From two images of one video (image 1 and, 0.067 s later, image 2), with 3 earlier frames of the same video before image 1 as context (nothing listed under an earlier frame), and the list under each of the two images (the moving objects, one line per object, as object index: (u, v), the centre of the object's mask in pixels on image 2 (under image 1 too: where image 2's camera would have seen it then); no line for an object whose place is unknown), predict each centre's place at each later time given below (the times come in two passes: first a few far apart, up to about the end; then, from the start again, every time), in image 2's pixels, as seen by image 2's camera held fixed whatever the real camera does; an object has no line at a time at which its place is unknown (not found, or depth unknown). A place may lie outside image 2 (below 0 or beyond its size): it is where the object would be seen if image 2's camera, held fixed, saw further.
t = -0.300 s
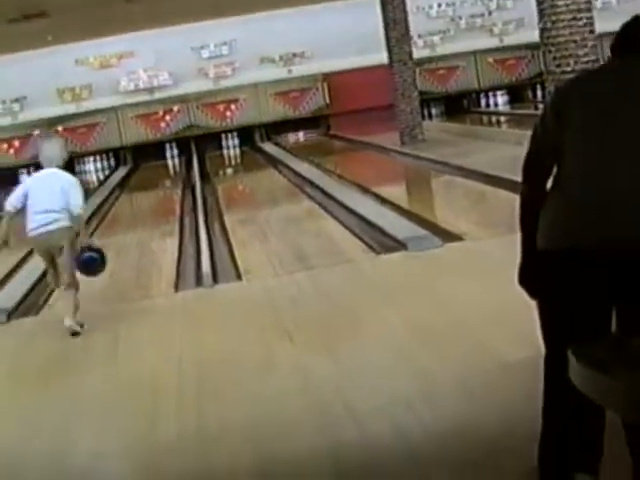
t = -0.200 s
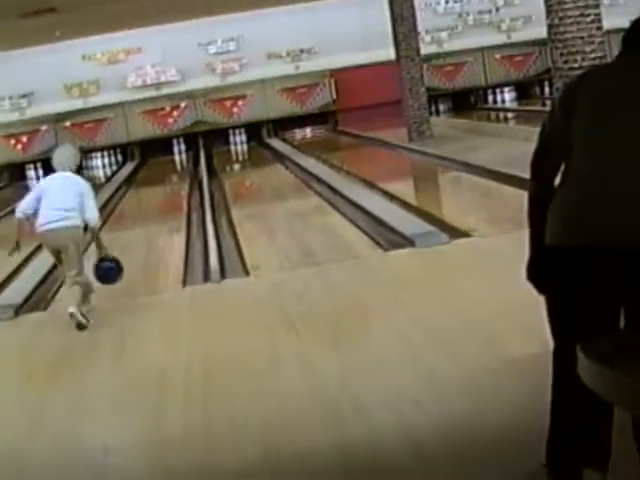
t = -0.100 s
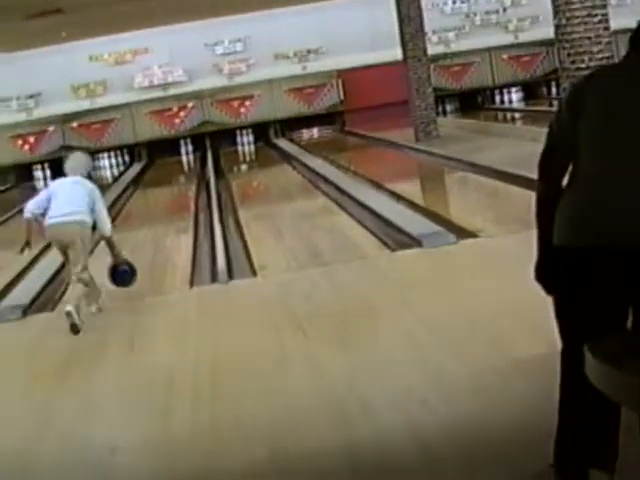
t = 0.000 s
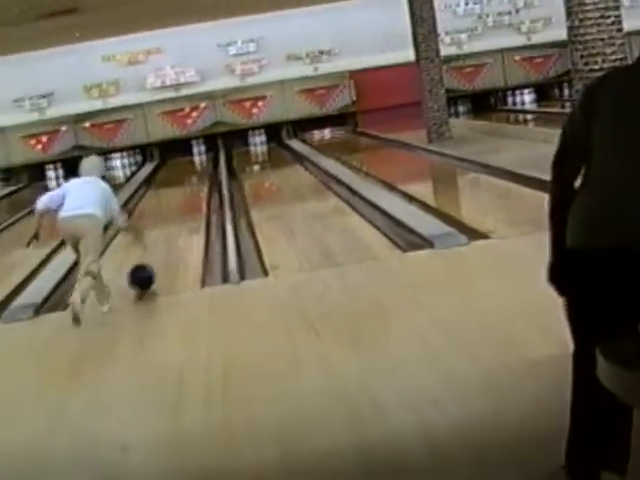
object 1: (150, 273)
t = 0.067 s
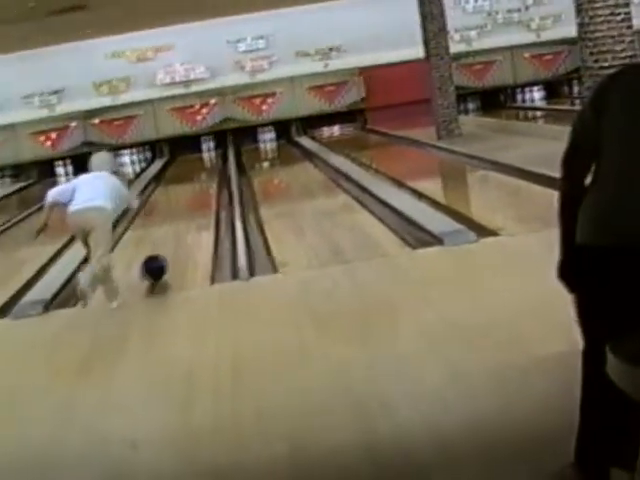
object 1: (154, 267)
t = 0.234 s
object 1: (161, 252)
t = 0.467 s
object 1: (172, 236)
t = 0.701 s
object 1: (178, 223)
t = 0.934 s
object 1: (184, 213)
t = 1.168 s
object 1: (189, 204)
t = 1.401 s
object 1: (194, 196)
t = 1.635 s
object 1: (197, 189)
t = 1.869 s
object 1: (201, 184)
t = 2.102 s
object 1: (205, 180)
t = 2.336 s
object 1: (206, 177)
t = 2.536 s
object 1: (209, 172)
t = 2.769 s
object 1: (211, 168)
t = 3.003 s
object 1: (212, 165)
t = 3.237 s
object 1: (214, 162)
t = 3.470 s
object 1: (215, 160)
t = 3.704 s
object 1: (217, 159)
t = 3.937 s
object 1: (217, 159)
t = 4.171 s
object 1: (217, 157)
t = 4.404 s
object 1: (218, 157)
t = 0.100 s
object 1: (155, 264)
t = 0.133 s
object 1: (157, 261)
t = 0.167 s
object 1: (158, 258)
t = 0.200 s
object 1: (159, 255)
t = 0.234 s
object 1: (161, 252)
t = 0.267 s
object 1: (163, 250)
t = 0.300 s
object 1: (165, 247)
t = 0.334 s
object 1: (166, 245)
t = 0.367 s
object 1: (167, 243)
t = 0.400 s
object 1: (169, 241)
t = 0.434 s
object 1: (171, 238)
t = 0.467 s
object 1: (172, 236)
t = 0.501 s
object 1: (172, 234)
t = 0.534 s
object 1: (174, 232)
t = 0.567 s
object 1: (174, 230)
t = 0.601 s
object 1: (176, 229)
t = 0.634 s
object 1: (177, 227)
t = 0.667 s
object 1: (177, 225)
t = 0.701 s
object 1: (178, 223)
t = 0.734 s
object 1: (180, 222)
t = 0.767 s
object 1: (180, 220)
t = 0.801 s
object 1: (181, 219)
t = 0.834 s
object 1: (181, 217)
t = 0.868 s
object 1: (182, 216)
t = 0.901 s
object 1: (183, 214)
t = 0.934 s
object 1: (184, 213)
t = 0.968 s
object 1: (185, 211)
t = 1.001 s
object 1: (186, 210)
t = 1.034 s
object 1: (187, 209)
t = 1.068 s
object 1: (187, 207)
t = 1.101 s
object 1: (188, 206)
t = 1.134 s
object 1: (189, 205)
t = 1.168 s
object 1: (189, 204)
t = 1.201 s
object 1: (190, 202)
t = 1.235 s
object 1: (190, 201)
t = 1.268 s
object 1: (191, 200)
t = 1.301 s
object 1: (192, 199)
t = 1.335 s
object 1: (192, 198)
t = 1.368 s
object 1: (193, 197)
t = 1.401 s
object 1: (194, 196)
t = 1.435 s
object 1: (194, 195)
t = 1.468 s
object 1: (195, 194)
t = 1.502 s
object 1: (195, 193)
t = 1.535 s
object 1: (196, 192)
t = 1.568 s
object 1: (197, 191)
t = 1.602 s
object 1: (197, 190)
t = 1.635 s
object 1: (197, 189)
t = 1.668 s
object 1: (198, 188)
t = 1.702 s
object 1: (198, 187)
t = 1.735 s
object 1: (199, 188)
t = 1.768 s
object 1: (200, 186)
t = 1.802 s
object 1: (200, 186)
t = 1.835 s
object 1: (201, 185)
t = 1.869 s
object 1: (201, 184)
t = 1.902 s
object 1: (201, 184)
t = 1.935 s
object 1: (202, 183)
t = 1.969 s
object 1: (203, 182)
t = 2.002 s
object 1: (203, 181)
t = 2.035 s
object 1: (203, 181)
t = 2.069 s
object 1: (204, 180)
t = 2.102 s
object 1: (205, 180)
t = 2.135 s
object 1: (204, 181)
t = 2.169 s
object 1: (204, 180)
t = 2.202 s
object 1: (205, 180)
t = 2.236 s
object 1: (205, 179)
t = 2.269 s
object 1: (206, 177)
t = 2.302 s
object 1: (206, 177)
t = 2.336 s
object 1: (206, 177)
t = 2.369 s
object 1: (207, 175)
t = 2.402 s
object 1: (208, 174)
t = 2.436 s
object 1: (208, 174)
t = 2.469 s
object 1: (208, 173)
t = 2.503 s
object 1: (209, 173)
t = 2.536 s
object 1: (209, 172)
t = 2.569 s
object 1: (209, 170)
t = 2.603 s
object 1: (210, 169)
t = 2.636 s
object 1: (210, 170)
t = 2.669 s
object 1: (210, 169)
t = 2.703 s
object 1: (211, 168)
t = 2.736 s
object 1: (211, 168)
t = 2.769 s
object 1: (211, 168)
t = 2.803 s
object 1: (211, 168)
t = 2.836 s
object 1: (212, 167)
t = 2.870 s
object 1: (212, 166)
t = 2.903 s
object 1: (212, 166)
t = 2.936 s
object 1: (212, 165)
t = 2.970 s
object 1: (212, 165)
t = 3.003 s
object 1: (212, 165)
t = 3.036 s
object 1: (212, 165)
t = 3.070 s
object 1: (213, 165)
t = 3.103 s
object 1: (213, 165)
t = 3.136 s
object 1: (213, 164)
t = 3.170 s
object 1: (214, 164)
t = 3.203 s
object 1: (214, 164)
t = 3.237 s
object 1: (214, 162)
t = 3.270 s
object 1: (214, 162)
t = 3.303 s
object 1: (214, 161)
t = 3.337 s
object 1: (214, 162)
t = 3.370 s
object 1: (215, 161)
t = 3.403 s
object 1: (215, 161)
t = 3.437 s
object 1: (215, 161)
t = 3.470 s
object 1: (215, 160)
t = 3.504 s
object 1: (216, 160)
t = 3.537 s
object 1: (216, 161)
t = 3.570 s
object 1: (216, 161)
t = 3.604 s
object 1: (216, 160)
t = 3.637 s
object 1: (216, 160)
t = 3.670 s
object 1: (217, 160)
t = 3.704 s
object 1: (217, 159)
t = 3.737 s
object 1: (217, 159)
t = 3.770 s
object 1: (217, 159)
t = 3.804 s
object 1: (217, 160)
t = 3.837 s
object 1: (218, 158)
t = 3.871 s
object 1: (218, 158)
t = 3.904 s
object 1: (218, 159)
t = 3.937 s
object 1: (217, 159)
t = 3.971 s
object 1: (217, 159)
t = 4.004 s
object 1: (218, 158)
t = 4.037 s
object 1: (218, 157)
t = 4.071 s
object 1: (218, 156)
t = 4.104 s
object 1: (217, 157)
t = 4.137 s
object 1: (217, 157)
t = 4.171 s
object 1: (217, 157)
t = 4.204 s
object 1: (217, 157)
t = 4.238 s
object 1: (217, 157)
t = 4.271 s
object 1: (218, 157)
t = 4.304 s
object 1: (218, 157)
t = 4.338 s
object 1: (219, 157)
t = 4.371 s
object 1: (219, 157)
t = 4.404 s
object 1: (218, 157)
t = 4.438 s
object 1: (219, 157)
